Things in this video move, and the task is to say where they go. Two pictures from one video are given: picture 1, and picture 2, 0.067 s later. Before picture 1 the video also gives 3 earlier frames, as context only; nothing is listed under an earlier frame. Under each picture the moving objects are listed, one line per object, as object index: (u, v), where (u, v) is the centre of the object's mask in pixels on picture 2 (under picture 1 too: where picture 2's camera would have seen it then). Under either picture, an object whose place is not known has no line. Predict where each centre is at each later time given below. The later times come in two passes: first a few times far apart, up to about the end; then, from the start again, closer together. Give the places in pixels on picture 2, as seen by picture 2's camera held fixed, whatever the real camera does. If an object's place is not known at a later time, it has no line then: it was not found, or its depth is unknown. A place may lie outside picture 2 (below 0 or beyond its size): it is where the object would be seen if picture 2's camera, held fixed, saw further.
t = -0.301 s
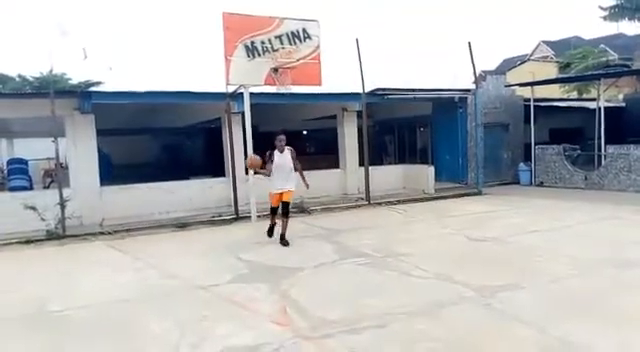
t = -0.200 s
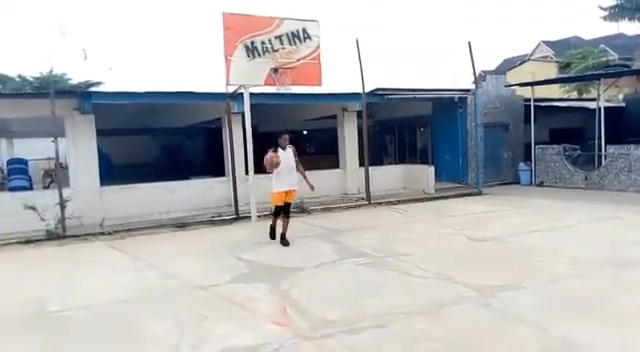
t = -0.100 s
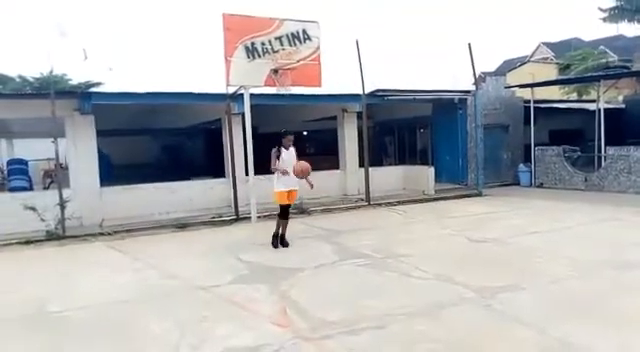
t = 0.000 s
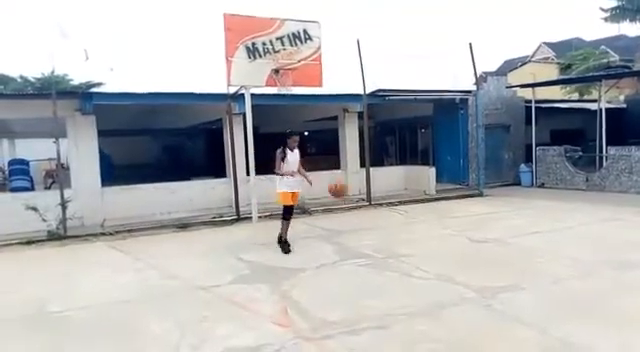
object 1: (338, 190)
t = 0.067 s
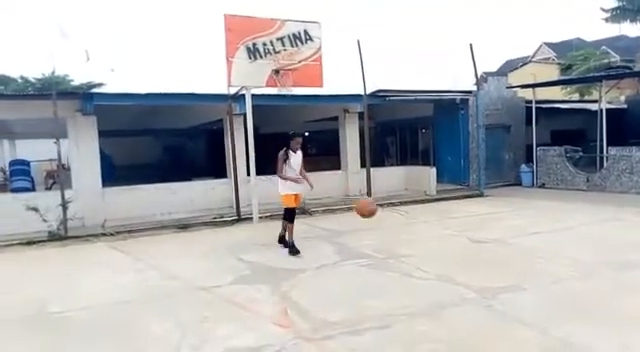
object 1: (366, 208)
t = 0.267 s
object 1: (477, 306)
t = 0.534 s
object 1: (585, 229)
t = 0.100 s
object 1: (381, 219)
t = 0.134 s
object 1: (398, 233)
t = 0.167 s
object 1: (416, 249)
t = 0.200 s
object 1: (436, 267)
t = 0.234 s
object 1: (457, 289)
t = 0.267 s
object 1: (477, 306)
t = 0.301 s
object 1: (488, 293)
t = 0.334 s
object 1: (500, 282)
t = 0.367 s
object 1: (512, 271)
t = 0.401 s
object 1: (525, 261)
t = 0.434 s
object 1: (538, 251)
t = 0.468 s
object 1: (554, 243)
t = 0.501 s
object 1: (569, 236)
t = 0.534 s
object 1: (585, 229)
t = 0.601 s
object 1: (619, 220)
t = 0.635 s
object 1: (628, 217)
